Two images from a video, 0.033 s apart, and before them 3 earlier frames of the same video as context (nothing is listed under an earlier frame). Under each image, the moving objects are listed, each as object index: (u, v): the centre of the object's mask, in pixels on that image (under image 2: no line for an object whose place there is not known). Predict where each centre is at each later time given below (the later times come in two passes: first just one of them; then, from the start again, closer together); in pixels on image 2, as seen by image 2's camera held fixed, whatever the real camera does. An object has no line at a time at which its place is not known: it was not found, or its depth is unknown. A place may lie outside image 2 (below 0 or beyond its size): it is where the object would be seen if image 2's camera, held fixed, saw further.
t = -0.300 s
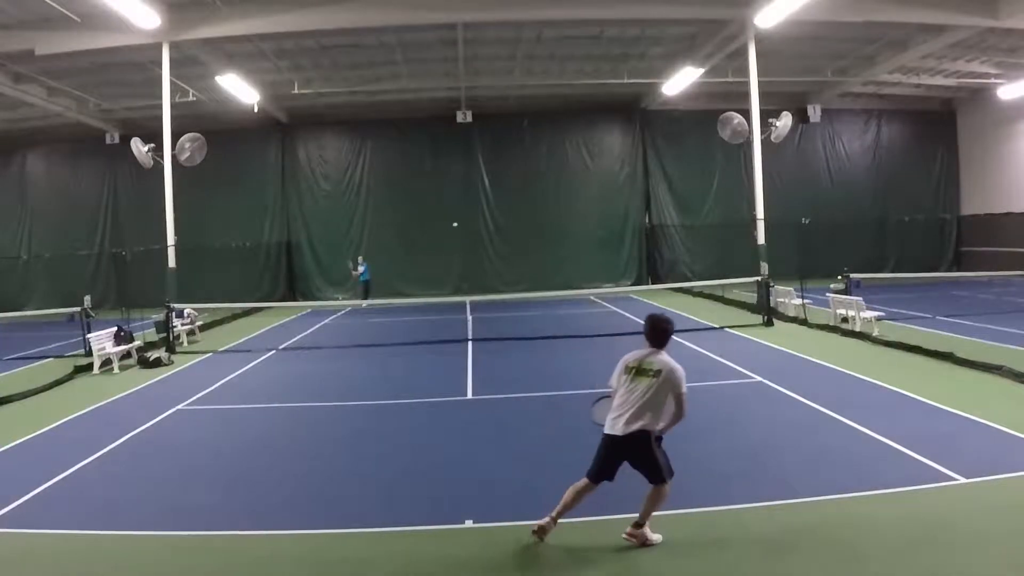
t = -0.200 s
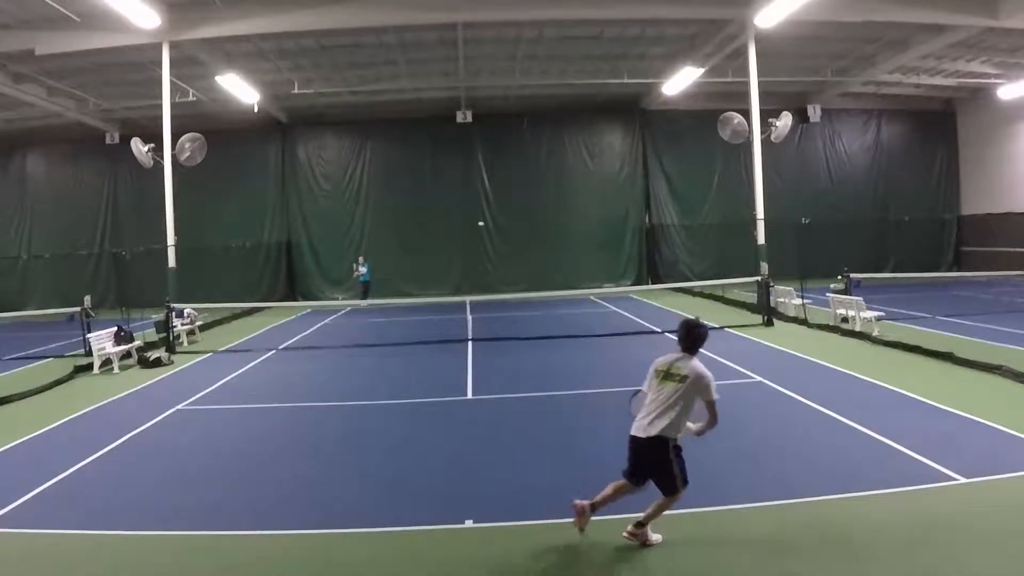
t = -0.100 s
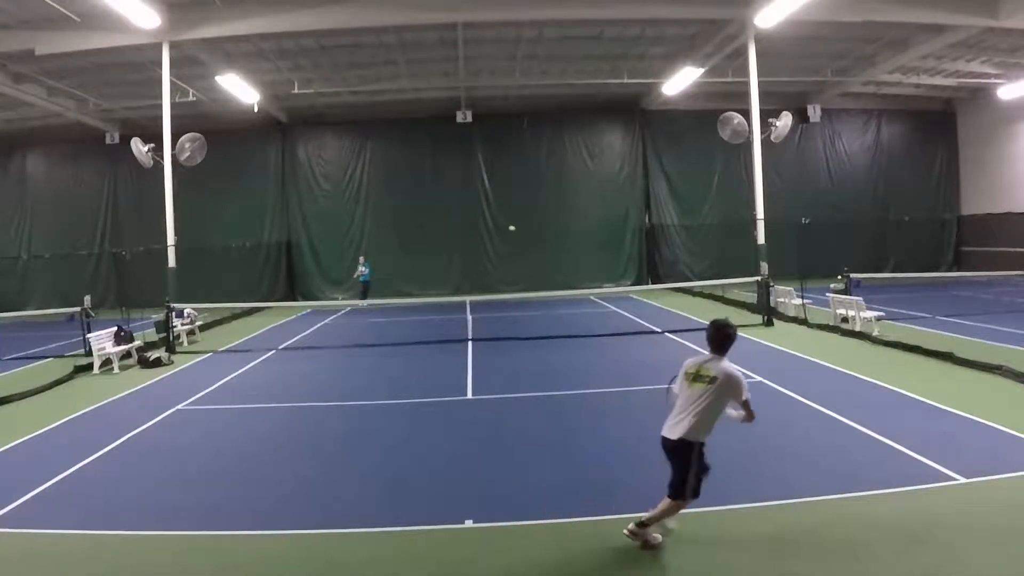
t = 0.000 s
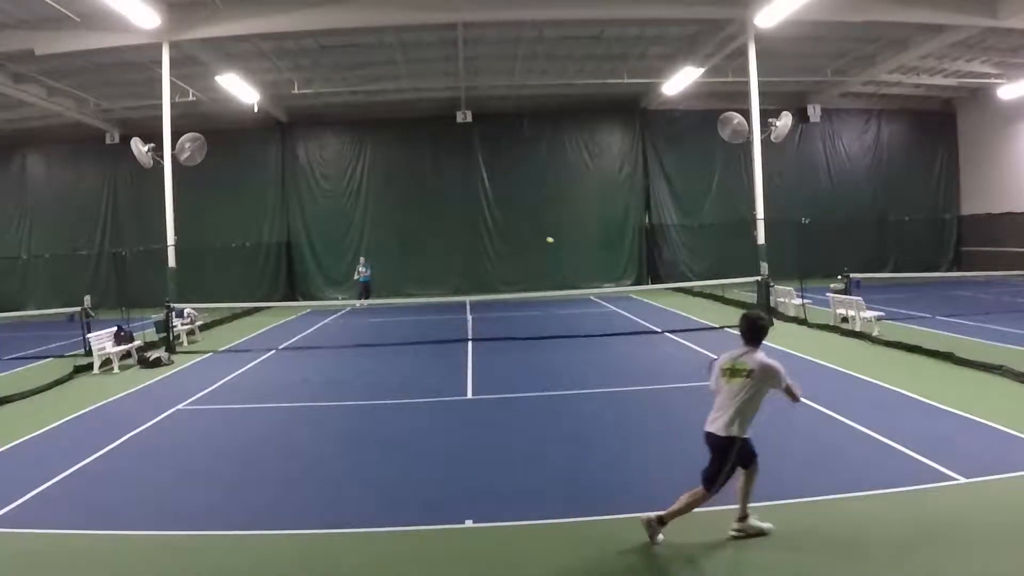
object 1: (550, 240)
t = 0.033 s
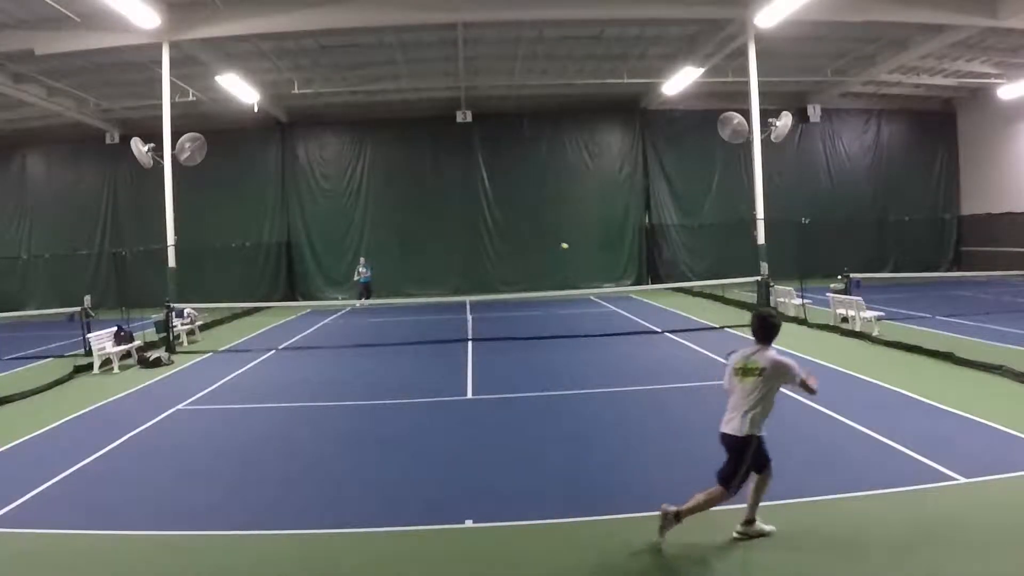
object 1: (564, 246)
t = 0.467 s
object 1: (874, 439)
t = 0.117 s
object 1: (606, 266)
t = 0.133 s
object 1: (615, 271)
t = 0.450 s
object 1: (864, 444)
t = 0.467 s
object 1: (874, 439)
